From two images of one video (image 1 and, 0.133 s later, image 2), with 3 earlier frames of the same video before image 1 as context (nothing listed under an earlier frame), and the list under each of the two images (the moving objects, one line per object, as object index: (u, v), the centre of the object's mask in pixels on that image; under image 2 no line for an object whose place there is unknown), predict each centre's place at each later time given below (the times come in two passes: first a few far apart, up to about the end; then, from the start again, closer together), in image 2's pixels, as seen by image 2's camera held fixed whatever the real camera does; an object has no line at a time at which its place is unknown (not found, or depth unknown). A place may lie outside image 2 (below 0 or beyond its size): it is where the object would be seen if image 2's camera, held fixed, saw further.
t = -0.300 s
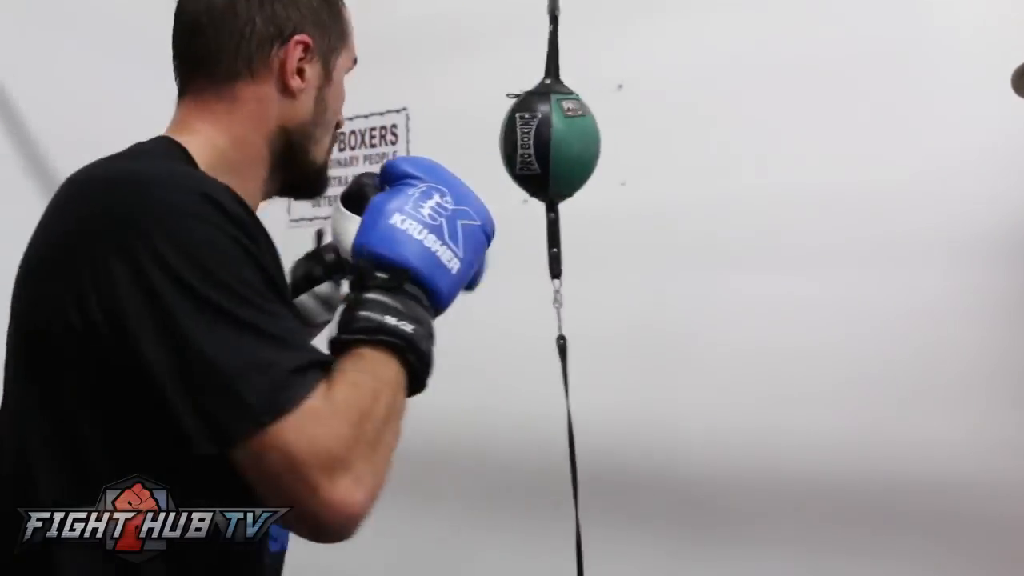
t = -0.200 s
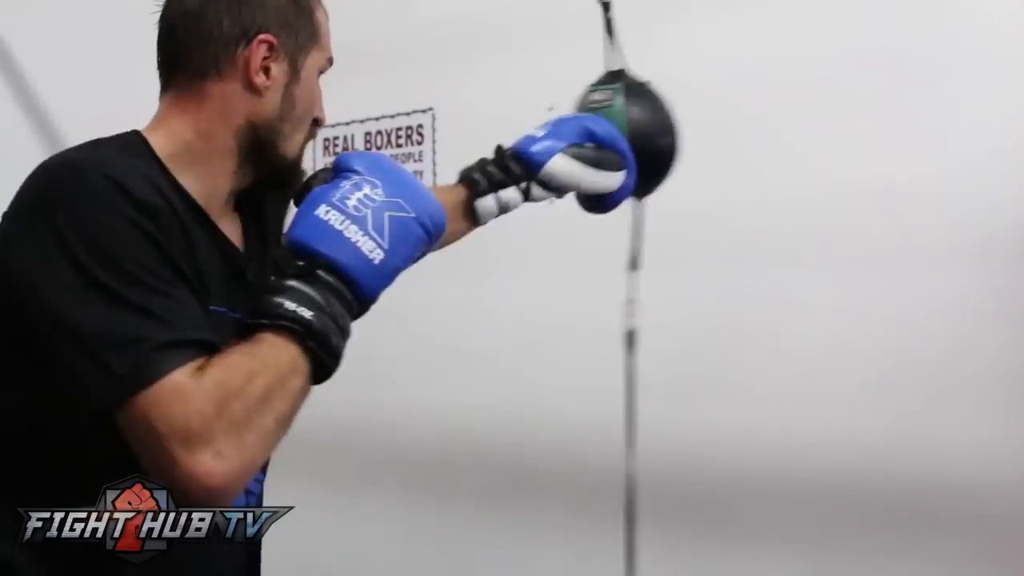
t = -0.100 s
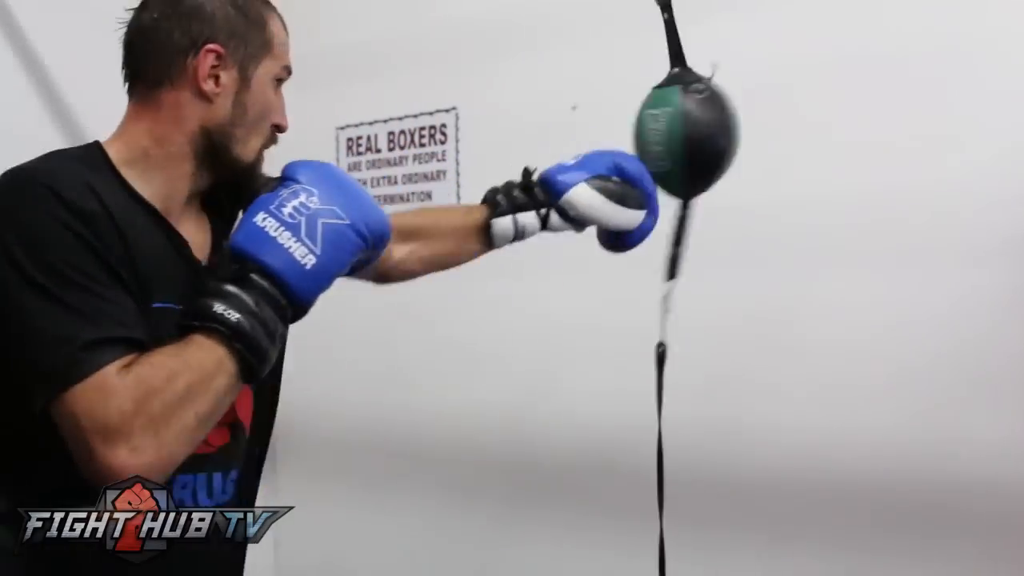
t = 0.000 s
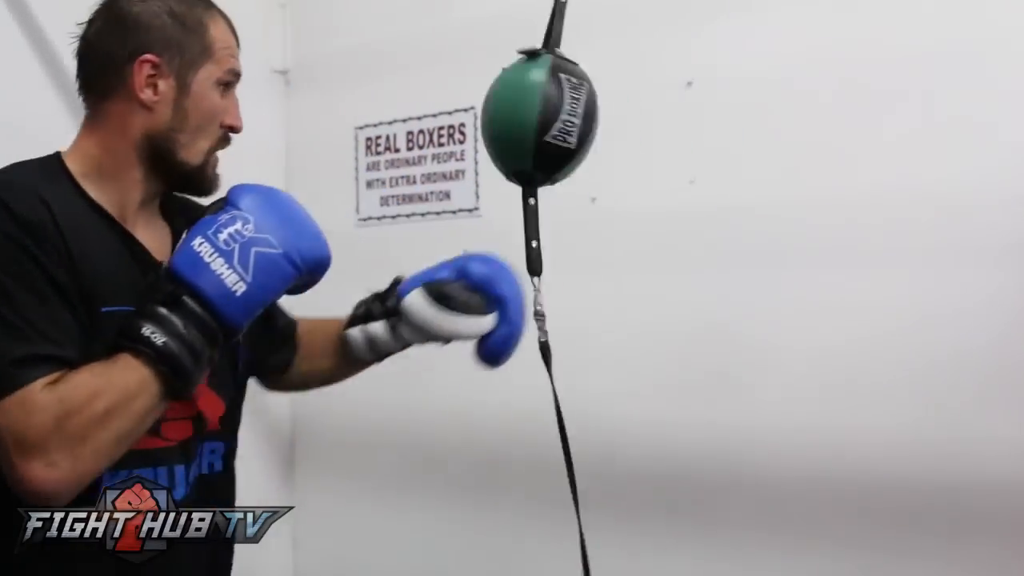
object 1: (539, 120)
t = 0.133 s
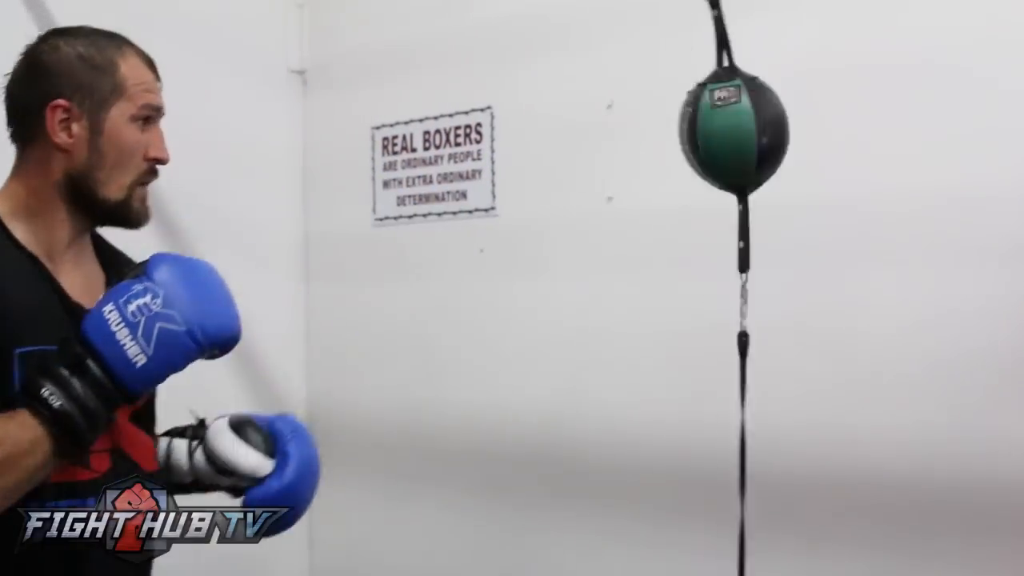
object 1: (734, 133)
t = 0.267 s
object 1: (598, 131)
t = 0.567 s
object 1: (595, 131)
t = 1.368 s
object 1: (752, 148)
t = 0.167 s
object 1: (731, 130)
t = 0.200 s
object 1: (702, 140)
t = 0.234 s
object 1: (643, 140)
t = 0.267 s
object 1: (598, 131)
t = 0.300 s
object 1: (575, 123)
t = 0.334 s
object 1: (601, 129)
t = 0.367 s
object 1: (654, 140)
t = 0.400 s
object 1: (703, 139)
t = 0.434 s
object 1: (734, 136)
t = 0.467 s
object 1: (726, 133)
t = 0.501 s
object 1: (693, 141)
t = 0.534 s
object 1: (639, 140)
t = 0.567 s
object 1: (595, 131)
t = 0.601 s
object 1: (585, 126)
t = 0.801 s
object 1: (687, 141)
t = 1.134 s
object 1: (690, 143)
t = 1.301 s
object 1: (732, 150)
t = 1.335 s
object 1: (750, 148)
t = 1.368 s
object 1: (752, 148)
